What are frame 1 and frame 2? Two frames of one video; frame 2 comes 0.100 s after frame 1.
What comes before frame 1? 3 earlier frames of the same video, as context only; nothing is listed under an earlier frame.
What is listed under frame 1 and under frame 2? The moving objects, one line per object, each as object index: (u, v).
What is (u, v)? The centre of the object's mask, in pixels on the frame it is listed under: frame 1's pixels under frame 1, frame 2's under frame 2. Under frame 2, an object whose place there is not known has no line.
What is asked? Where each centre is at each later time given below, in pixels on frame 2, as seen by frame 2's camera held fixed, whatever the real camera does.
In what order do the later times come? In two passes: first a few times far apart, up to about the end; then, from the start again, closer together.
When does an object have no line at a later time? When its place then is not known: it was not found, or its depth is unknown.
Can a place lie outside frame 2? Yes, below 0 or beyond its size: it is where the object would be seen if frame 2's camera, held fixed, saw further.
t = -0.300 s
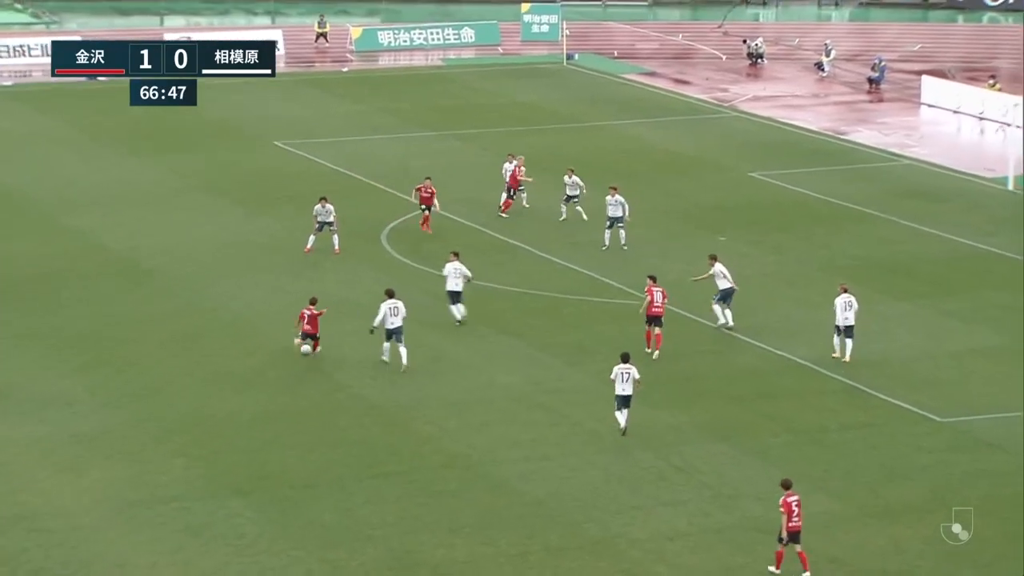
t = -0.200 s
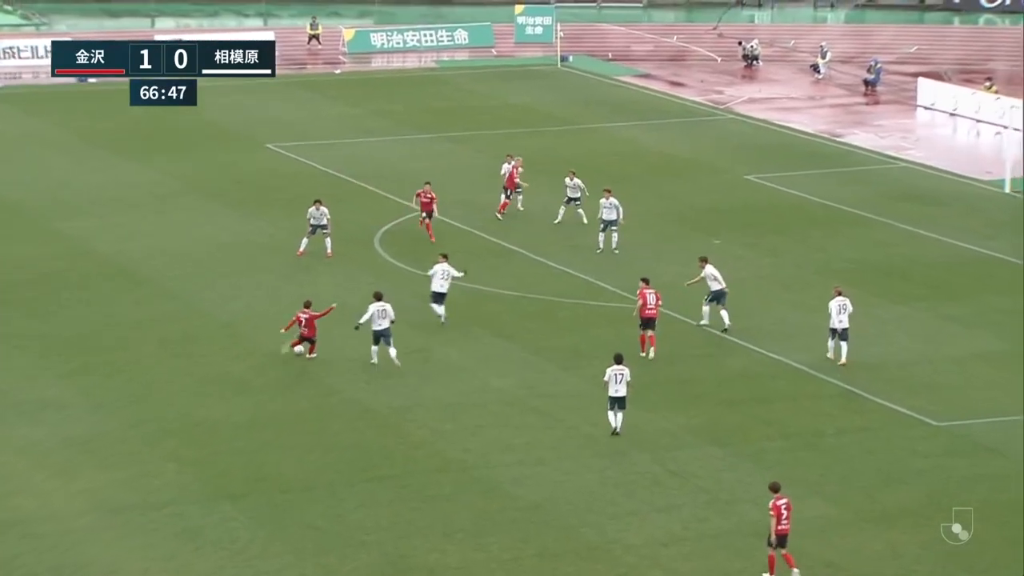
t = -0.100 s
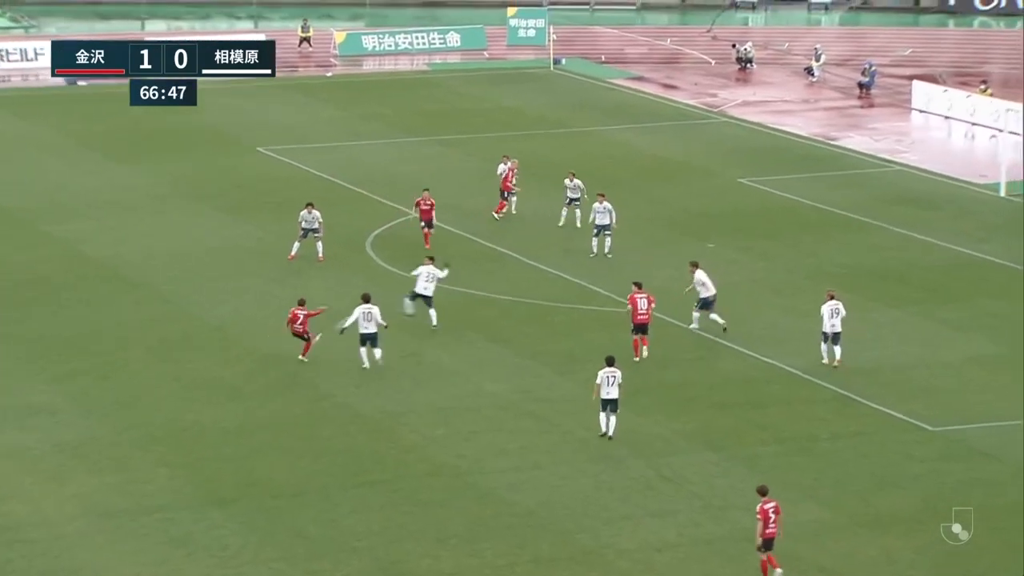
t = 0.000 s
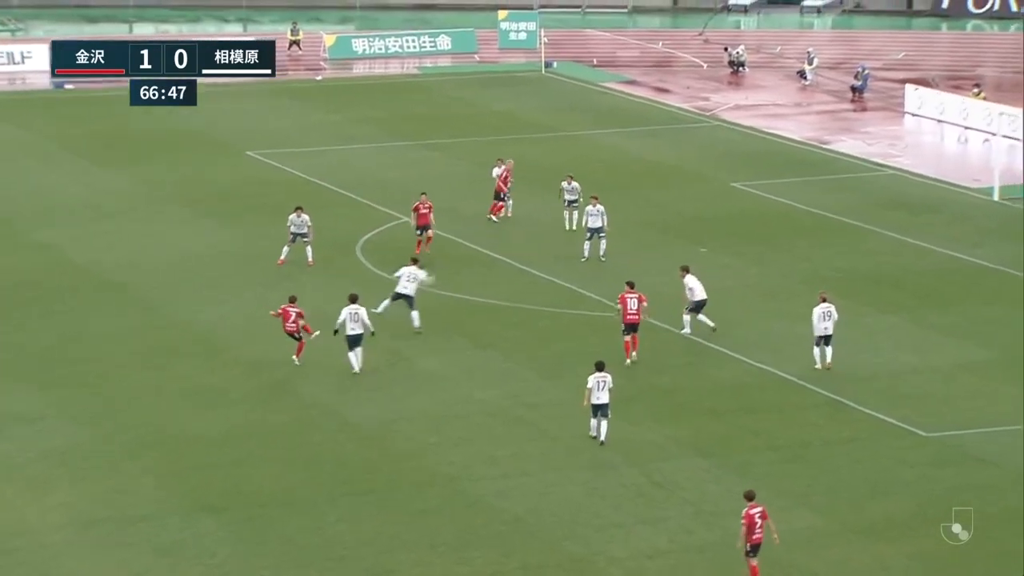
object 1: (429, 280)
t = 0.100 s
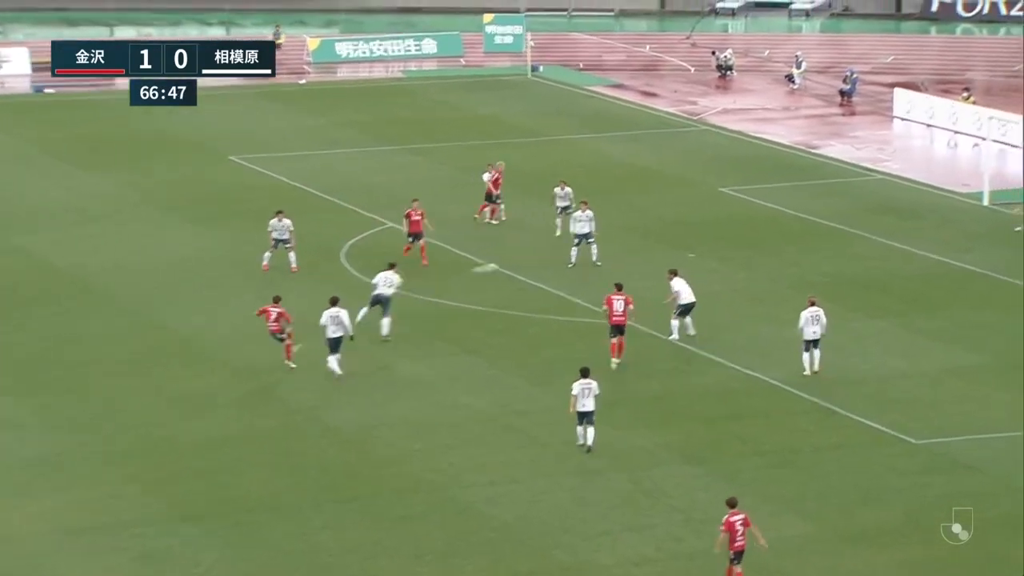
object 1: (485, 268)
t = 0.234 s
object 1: (579, 249)
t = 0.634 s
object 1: (825, 223)
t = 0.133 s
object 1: (507, 264)
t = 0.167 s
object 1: (532, 259)
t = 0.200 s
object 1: (559, 253)
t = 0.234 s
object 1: (579, 249)
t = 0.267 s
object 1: (604, 244)
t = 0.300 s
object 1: (627, 241)
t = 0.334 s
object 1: (649, 237)
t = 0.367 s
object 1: (671, 235)
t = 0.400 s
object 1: (693, 232)
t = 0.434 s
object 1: (714, 230)
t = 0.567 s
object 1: (793, 224)
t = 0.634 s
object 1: (825, 223)
